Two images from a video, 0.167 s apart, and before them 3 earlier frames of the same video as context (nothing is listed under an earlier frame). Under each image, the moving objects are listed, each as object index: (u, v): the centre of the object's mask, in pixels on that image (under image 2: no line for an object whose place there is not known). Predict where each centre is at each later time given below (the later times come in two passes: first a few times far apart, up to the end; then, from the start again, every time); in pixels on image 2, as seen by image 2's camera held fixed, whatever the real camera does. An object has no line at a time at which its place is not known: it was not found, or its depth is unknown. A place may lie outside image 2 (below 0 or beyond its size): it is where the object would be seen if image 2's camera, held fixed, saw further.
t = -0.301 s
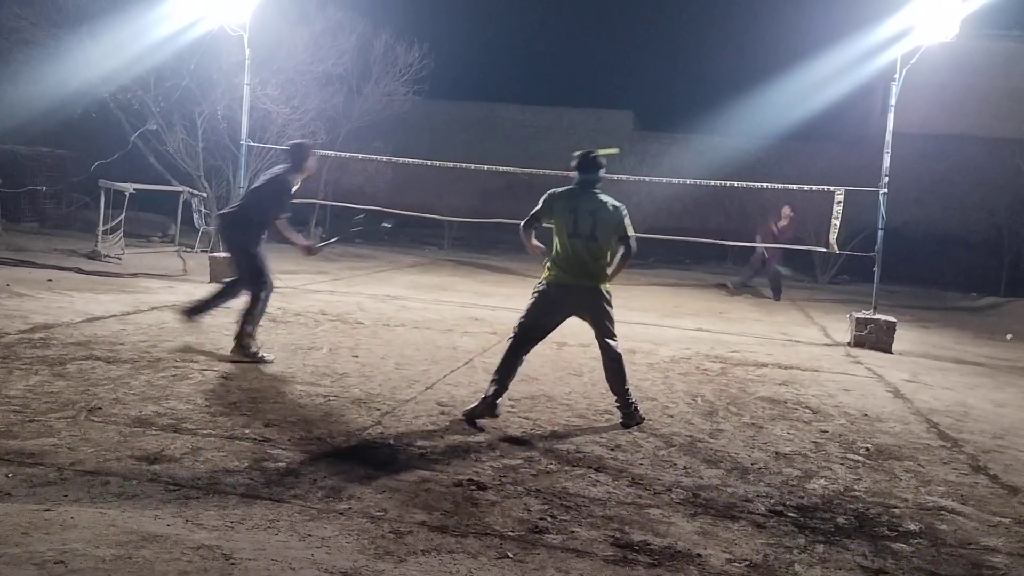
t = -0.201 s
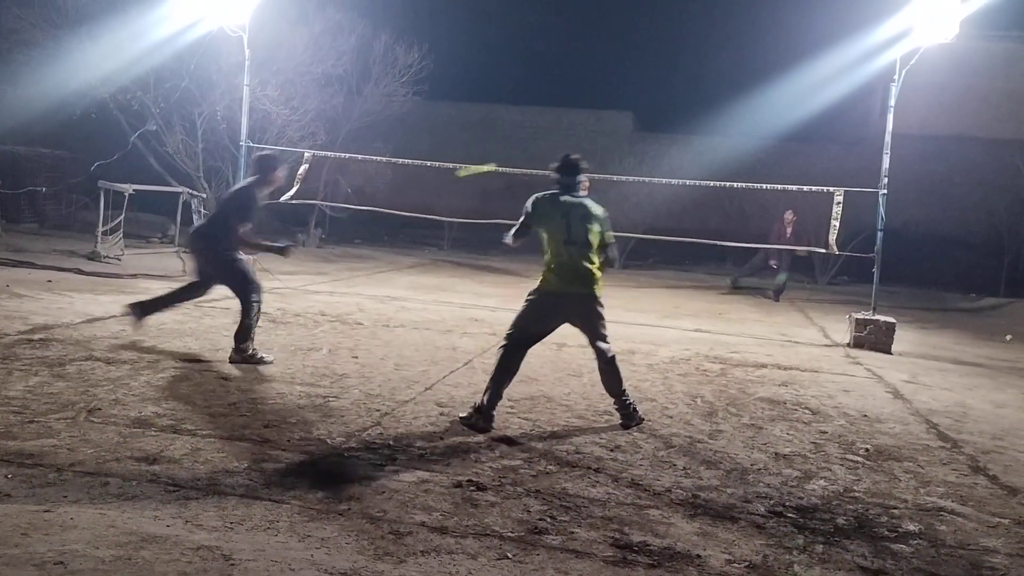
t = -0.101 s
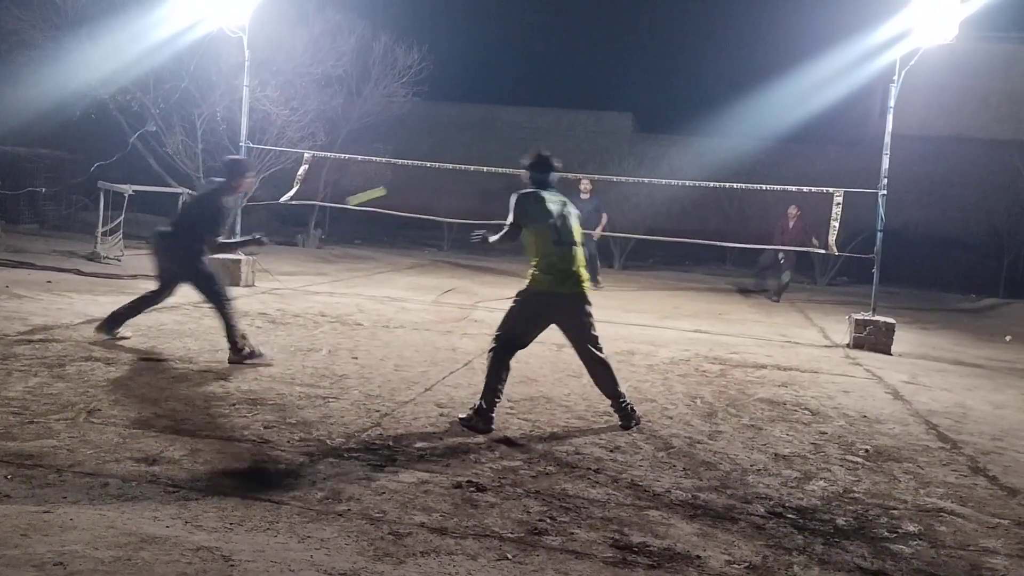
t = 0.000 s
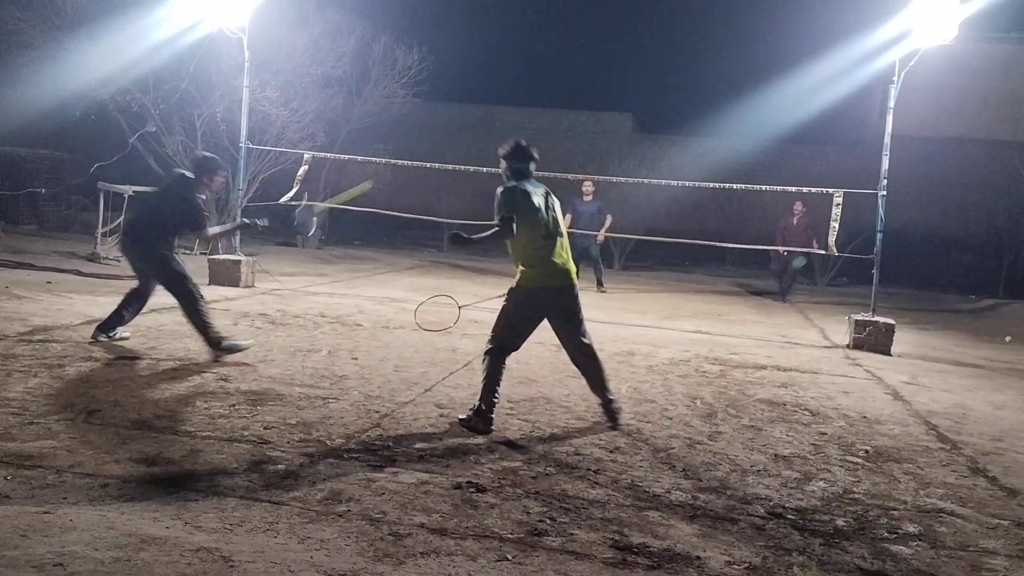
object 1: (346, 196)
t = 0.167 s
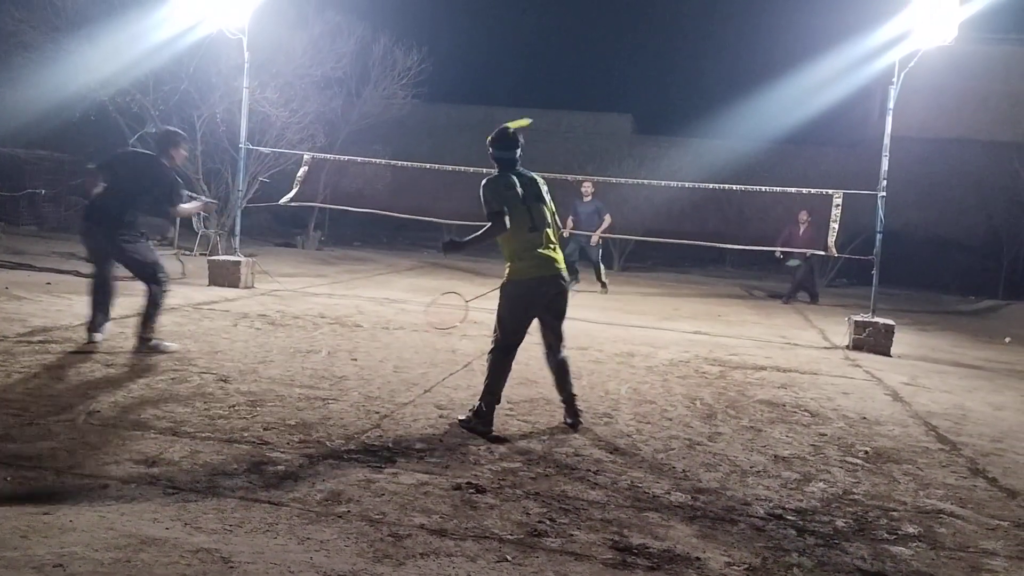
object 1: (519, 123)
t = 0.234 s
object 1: (557, 115)
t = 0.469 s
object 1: (645, 123)
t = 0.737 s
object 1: (699, 178)
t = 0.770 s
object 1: (705, 190)
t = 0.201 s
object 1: (538, 119)
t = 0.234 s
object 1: (557, 115)
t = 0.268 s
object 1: (574, 113)
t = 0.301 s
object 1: (589, 112)
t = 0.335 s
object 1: (603, 113)
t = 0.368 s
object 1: (615, 114)
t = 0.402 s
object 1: (626, 116)
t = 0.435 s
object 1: (636, 119)
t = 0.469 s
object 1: (645, 123)
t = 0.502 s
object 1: (654, 128)
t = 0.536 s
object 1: (662, 134)
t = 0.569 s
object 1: (670, 140)
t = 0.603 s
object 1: (677, 146)
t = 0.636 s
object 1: (683, 154)
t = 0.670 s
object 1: (689, 162)
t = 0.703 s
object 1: (695, 170)
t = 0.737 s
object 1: (699, 178)
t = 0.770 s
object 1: (705, 190)
